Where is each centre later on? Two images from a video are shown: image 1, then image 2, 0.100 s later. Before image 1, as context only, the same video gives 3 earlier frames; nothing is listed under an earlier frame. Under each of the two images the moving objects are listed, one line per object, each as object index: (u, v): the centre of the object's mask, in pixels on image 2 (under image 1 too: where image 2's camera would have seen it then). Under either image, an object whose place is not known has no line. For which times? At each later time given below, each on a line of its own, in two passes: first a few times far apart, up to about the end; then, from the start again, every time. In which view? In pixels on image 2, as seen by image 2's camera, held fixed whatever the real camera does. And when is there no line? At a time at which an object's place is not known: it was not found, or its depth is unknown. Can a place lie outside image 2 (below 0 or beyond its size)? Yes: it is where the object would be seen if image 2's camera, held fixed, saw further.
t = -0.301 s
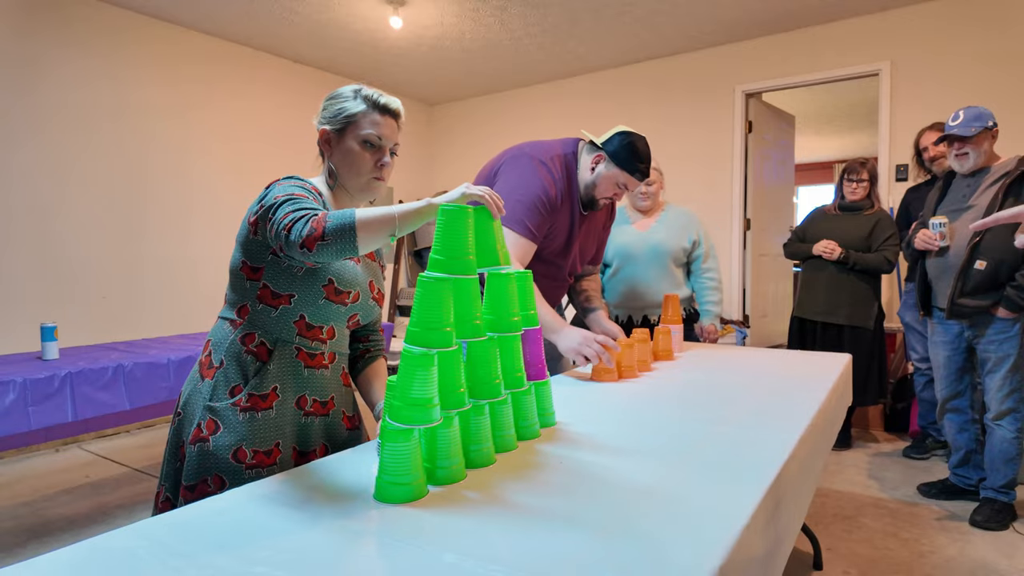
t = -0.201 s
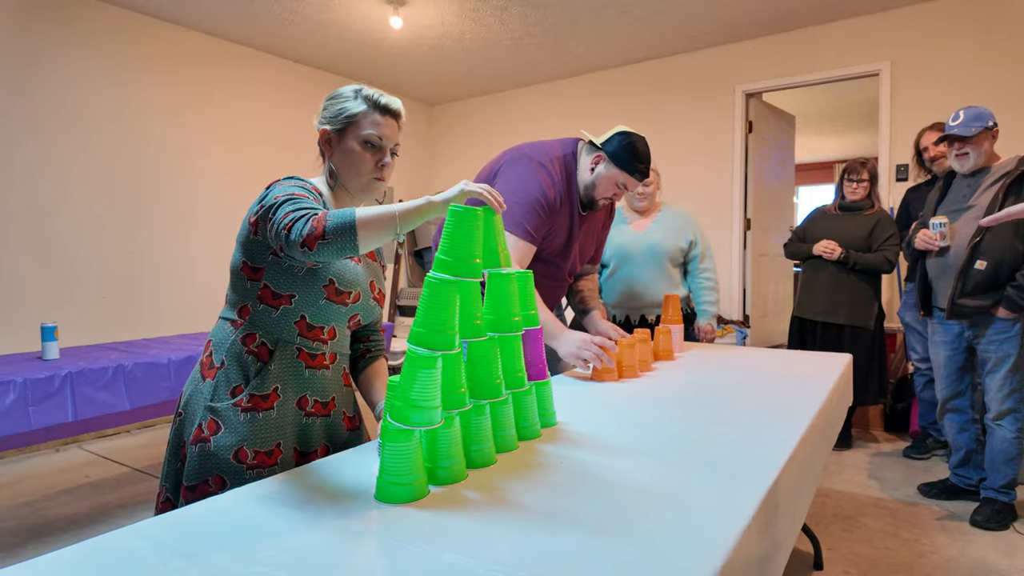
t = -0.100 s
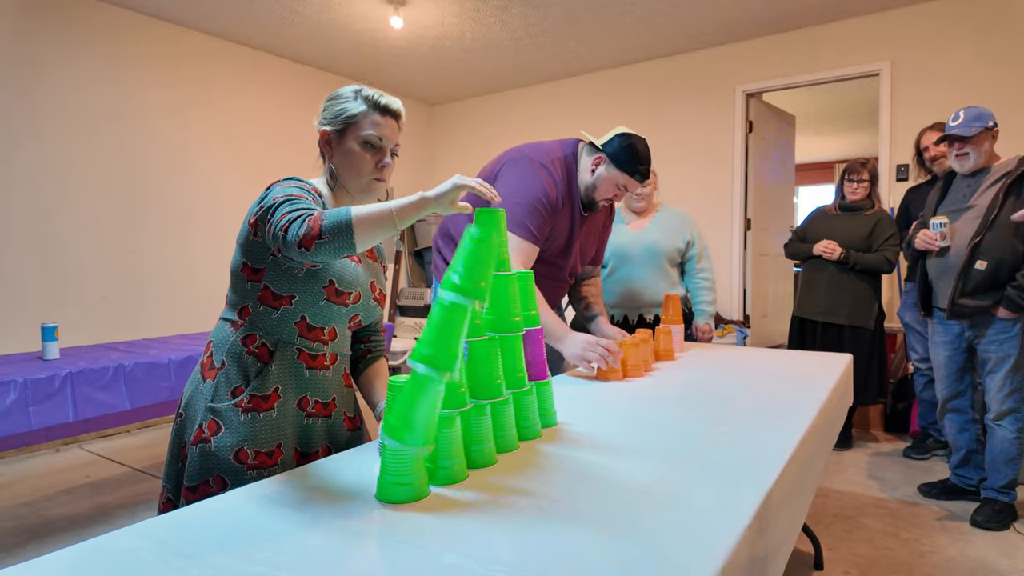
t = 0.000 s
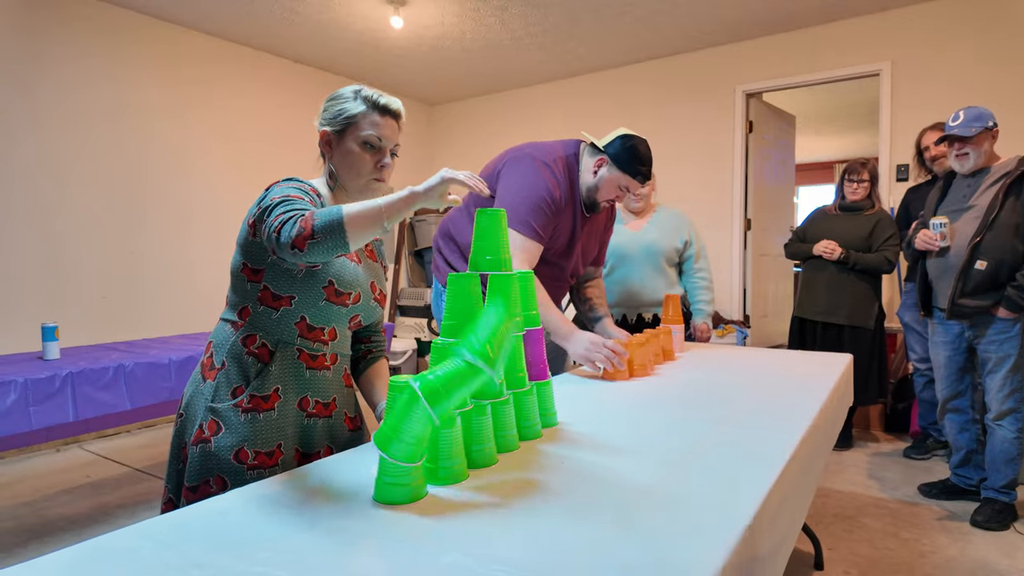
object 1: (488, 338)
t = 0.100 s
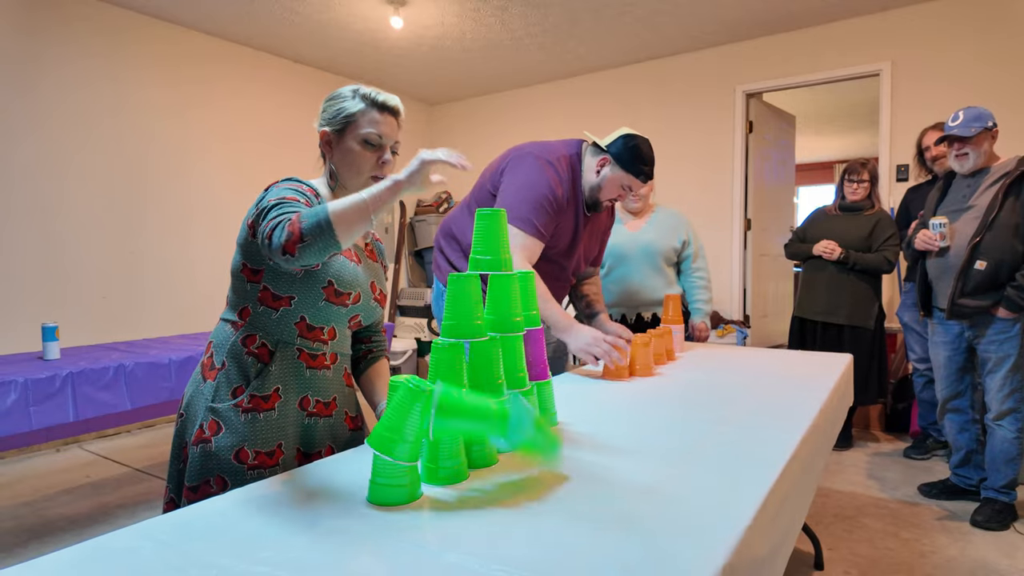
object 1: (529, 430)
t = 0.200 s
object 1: (548, 419)
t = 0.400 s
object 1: (579, 444)
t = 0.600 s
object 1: (608, 440)
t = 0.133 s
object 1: (535, 432)
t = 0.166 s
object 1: (541, 427)
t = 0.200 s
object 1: (548, 419)
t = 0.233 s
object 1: (555, 426)
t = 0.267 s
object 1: (566, 437)
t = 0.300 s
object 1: (569, 448)
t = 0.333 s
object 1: (575, 448)
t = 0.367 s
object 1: (578, 446)
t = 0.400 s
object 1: (579, 444)
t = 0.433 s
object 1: (583, 446)
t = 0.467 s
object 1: (587, 443)
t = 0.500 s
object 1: (593, 442)
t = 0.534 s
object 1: (599, 441)
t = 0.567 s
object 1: (604, 440)
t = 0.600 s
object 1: (608, 440)
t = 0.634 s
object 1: (612, 440)
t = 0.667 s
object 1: (616, 441)
